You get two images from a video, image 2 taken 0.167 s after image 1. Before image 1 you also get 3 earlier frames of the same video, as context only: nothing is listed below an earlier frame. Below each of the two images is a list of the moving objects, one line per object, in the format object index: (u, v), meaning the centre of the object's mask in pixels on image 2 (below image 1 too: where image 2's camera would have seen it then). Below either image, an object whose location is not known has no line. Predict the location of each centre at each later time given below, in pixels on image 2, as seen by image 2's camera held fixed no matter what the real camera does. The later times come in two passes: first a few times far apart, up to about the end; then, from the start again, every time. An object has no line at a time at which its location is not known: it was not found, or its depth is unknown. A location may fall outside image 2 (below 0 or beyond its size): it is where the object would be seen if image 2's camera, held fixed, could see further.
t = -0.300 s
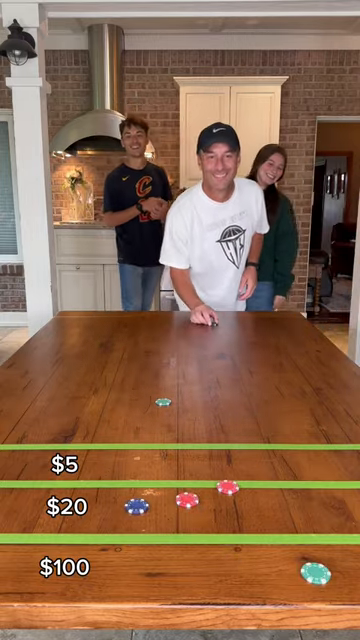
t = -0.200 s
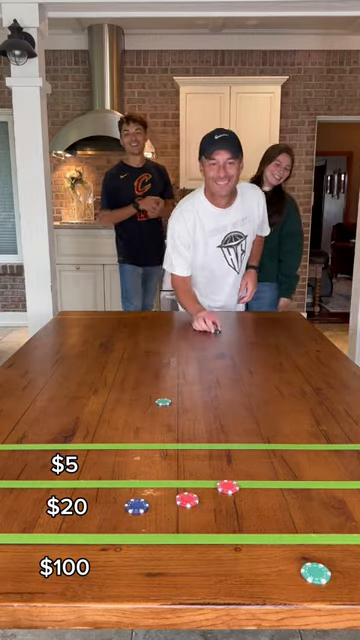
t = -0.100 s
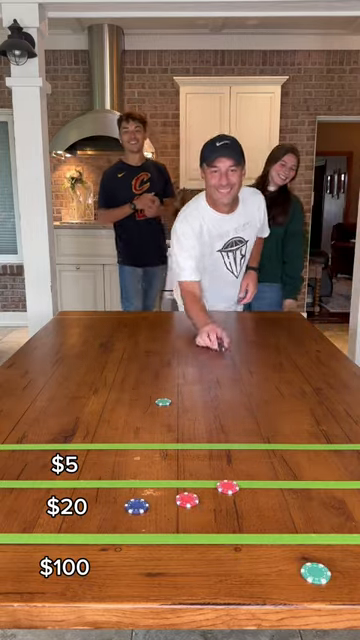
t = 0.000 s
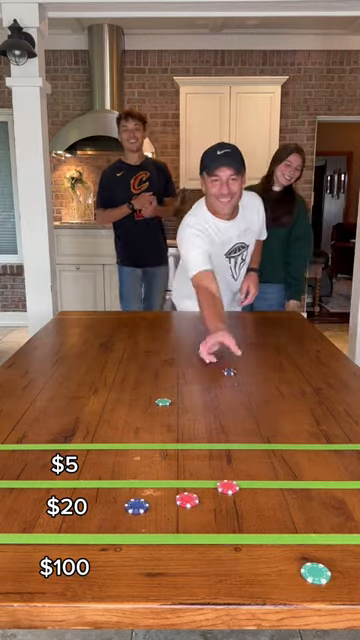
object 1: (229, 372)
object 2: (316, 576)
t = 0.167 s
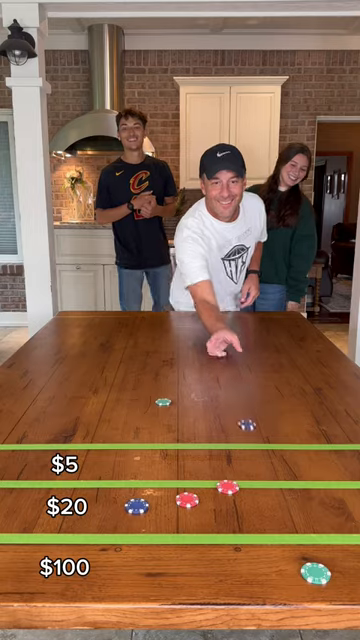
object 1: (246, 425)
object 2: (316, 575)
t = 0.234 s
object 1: (256, 450)
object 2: (316, 575)
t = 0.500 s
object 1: (282, 567)
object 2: (336, 591)
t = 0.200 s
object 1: (251, 438)
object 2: (316, 576)
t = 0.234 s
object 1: (256, 450)
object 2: (316, 575)
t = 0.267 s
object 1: (261, 466)
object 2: (316, 575)
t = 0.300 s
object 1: (266, 480)
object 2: (316, 576)
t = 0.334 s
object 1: (271, 496)
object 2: (316, 575)
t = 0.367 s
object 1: (277, 513)
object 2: (316, 576)
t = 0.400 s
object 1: (282, 528)
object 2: (316, 576)
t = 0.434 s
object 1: (288, 545)
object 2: (316, 576)
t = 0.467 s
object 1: (290, 561)
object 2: (320, 578)
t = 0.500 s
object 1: (282, 567)
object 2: (336, 591)
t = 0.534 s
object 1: (276, 573)
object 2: (349, 603)
